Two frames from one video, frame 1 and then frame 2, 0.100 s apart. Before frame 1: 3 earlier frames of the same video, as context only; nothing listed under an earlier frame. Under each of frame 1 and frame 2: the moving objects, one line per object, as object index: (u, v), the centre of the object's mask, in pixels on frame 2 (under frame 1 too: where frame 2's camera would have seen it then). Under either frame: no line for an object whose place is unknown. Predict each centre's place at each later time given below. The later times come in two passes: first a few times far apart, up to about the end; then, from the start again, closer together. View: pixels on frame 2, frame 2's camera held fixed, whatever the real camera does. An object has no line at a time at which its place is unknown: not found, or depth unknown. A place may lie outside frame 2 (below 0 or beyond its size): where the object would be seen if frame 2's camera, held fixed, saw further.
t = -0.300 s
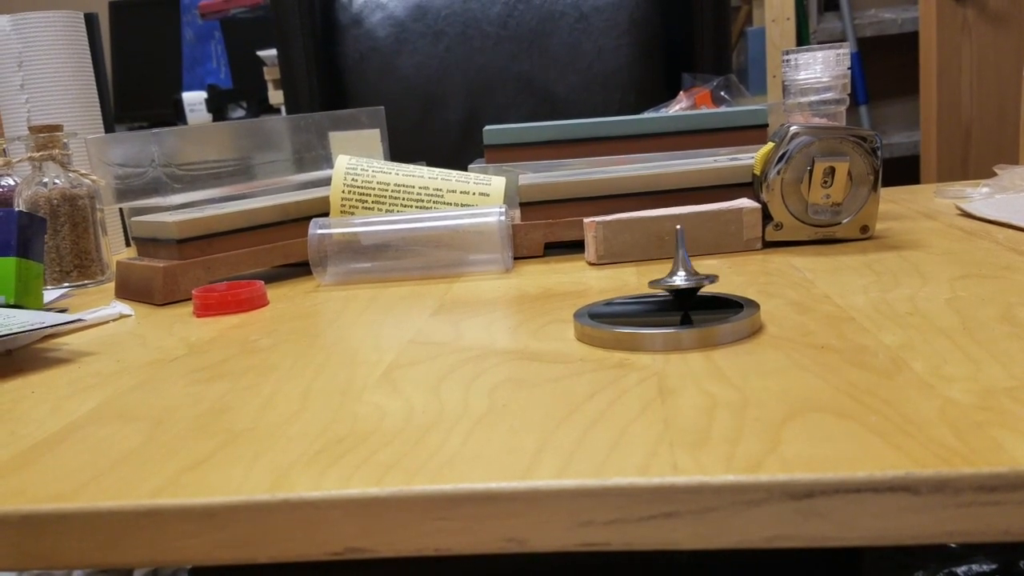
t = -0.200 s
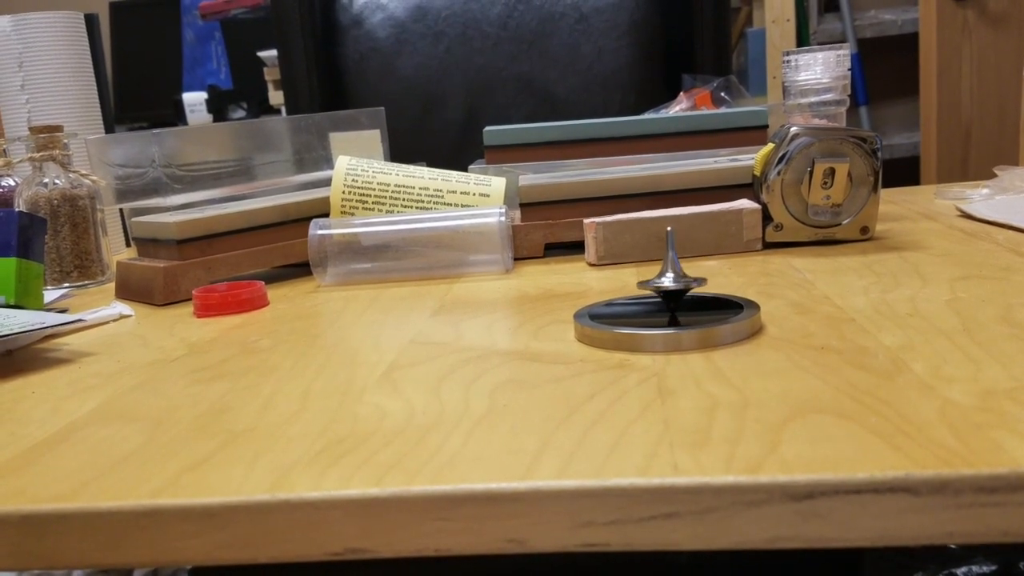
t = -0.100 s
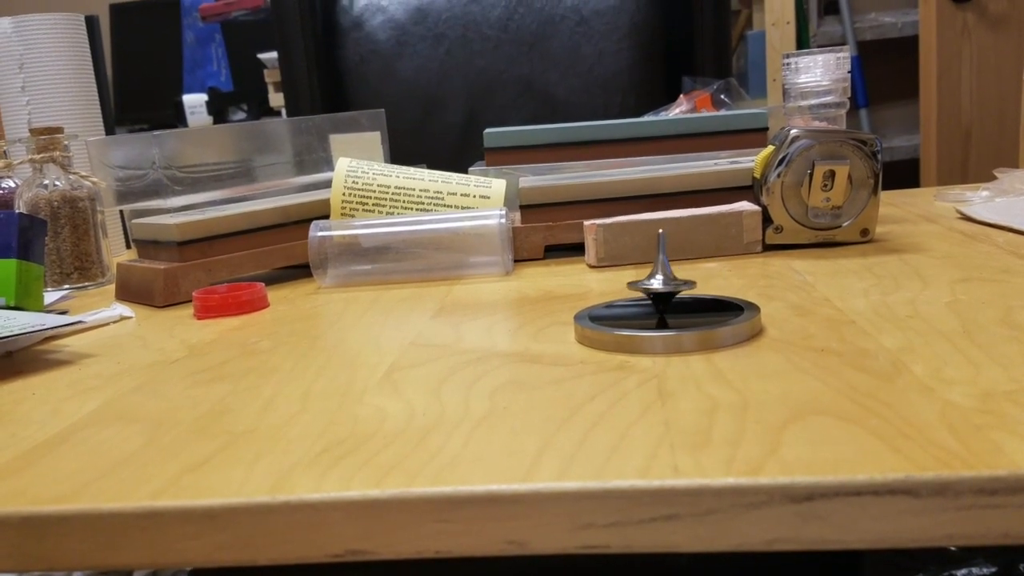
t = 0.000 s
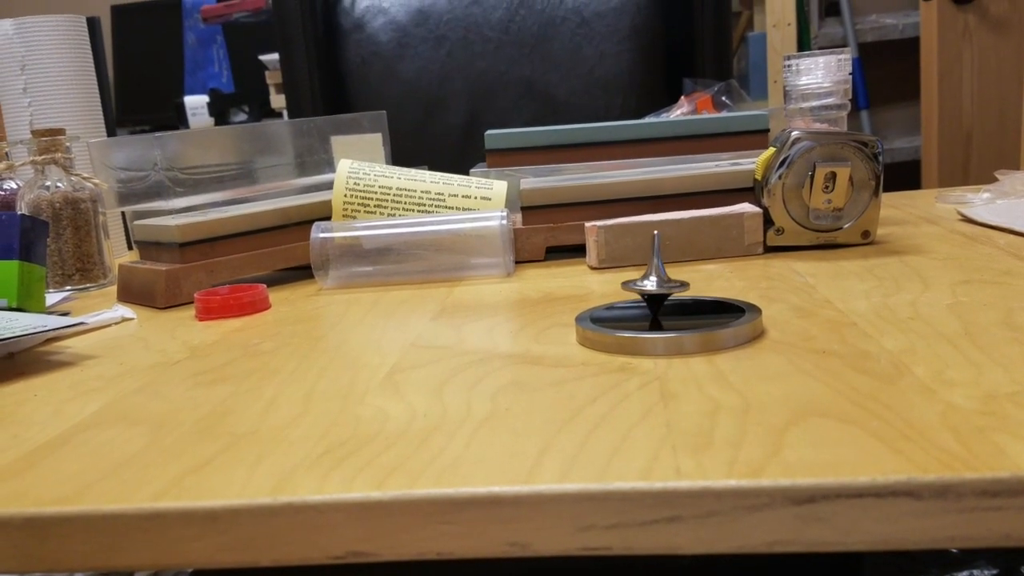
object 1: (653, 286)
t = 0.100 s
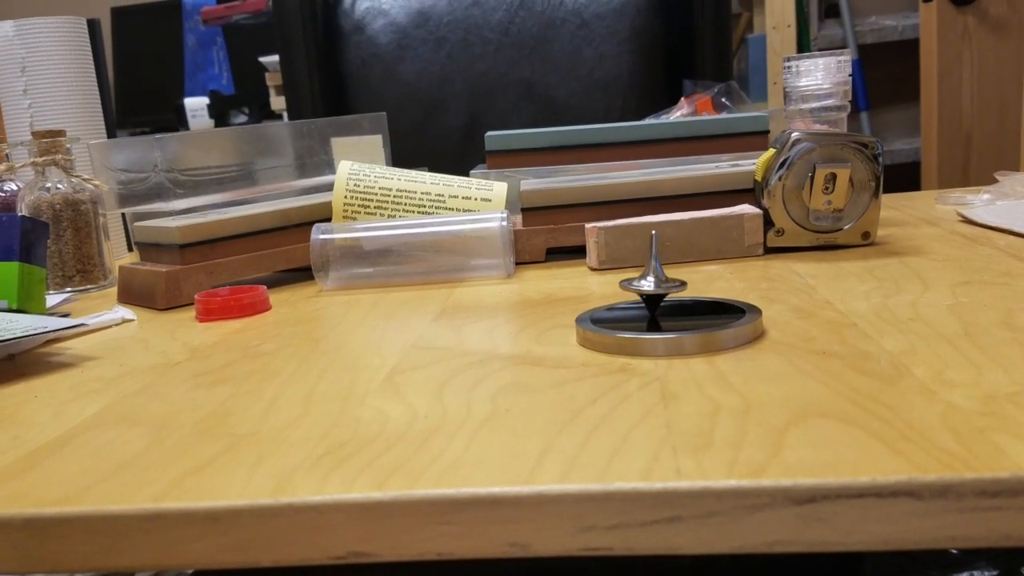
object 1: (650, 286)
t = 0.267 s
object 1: (656, 284)
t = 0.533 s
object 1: (681, 283)
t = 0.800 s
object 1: (689, 284)
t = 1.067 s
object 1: (667, 287)
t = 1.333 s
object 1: (648, 286)
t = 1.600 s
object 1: (663, 284)
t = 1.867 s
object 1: (689, 283)
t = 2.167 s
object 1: (684, 285)
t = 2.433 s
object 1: (658, 287)
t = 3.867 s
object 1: (654, 286)
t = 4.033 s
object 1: (665, 284)
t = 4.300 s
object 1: (691, 283)
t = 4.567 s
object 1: (688, 285)
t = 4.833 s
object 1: (661, 287)
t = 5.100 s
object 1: (653, 285)
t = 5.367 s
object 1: (678, 283)
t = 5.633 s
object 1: (693, 284)
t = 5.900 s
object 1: (673, 287)
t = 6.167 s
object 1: (652, 286)
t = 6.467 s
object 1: (669, 284)
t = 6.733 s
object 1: (692, 283)
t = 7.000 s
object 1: (682, 285)
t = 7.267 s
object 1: (656, 287)
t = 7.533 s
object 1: (661, 285)
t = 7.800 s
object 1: (688, 283)
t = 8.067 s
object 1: (692, 285)
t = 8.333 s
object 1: (664, 287)
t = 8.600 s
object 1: (658, 284)
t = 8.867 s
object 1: (678, 283)
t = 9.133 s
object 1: (692, 284)
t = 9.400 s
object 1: (670, 286)
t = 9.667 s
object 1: (655, 286)
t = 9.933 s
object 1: (670, 284)
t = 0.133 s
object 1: (650, 286)
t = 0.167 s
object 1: (651, 285)
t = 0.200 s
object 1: (652, 285)
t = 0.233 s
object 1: (654, 285)
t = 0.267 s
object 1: (656, 284)
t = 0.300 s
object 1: (659, 285)
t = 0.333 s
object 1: (662, 284)
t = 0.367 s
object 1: (665, 283)
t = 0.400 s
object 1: (668, 283)
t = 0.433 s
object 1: (672, 283)
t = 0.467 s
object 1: (675, 284)
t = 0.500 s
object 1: (678, 283)
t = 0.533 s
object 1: (681, 283)
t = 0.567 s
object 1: (684, 283)
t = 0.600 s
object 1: (686, 283)
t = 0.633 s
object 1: (688, 283)
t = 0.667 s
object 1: (689, 283)
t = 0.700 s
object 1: (690, 283)
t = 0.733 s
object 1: (690, 283)
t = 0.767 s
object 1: (690, 284)
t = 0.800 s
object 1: (689, 284)
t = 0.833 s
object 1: (687, 284)
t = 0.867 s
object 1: (685, 284)
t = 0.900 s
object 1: (683, 284)
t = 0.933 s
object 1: (680, 285)
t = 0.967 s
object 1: (677, 285)
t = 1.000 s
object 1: (674, 286)
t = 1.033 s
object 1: (671, 287)
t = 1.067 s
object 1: (667, 287)
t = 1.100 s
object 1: (663, 287)
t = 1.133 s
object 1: (660, 287)
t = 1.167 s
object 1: (657, 286)
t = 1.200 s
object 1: (655, 286)
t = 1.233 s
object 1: (652, 286)
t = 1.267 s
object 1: (651, 287)
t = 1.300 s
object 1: (649, 286)
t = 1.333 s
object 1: (648, 286)
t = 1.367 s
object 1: (648, 285)
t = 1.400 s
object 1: (649, 286)
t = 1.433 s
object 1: (650, 285)
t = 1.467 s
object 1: (652, 285)
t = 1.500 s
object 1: (654, 285)
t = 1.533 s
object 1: (656, 284)
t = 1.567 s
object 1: (659, 285)
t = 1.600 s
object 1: (663, 284)
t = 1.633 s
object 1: (666, 284)
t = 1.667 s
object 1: (670, 284)
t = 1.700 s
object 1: (673, 283)
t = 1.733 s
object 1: (677, 283)
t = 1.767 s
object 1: (680, 283)
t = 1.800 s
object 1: (683, 284)
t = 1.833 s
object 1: (687, 283)
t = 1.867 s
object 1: (689, 283)
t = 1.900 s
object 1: (690, 283)
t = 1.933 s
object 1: (693, 283)
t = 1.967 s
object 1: (692, 283)
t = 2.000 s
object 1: (692, 283)
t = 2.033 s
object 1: (692, 283)
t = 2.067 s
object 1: (691, 284)
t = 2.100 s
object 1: (689, 284)
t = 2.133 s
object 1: (687, 284)
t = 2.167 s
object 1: (684, 285)
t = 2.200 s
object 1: (681, 285)
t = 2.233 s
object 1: (678, 285)
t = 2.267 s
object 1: (674, 286)
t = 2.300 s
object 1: (671, 287)
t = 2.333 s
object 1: (667, 287)
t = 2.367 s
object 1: (664, 287)
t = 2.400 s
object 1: (661, 287)
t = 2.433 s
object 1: (658, 287)
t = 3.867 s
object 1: (654, 286)
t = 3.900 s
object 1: (655, 286)
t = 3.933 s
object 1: (657, 285)
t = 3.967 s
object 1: (659, 285)
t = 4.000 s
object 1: (662, 285)
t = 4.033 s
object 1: (665, 284)
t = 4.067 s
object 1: (668, 284)
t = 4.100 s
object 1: (672, 284)
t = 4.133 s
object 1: (675, 284)
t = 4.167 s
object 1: (679, 283)
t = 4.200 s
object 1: (682, 284)
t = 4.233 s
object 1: (685, 283)
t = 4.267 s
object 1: (688, 284)
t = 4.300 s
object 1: (691, 283)
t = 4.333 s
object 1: (693, 283)
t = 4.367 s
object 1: (694, 284)
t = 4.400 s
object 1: (694, 283)
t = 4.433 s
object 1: (694, 284)
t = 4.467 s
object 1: (694, 285)
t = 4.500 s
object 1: (692, 285)
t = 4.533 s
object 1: (691, 285)
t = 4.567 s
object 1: (688, 285)
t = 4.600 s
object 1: (686, 286)
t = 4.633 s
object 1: (683, 286)
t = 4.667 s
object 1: (680, 286)
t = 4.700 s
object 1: (675, 286)
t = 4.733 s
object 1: (671, 287)
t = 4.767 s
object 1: (668, 287)
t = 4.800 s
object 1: (664, 287)
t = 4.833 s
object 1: (661, 287)
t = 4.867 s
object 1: (658, 287)
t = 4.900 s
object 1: (655, 287)
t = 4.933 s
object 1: (654, 287)
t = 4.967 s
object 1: (652, 287)
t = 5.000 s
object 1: (652, 287)
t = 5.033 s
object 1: (651, 286)
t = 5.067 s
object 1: (652, 286)
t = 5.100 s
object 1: (653, 285)
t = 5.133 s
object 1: (655, 285)
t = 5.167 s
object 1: (658, 285)
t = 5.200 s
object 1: (660, 285)
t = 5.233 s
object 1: (664, 285)
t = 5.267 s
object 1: (667, 284)
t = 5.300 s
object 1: (671, 284)
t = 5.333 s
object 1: (674, 283)
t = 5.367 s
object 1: (678, 283)
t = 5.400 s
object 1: (681, 283)
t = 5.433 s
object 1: (684, 284)
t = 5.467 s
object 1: (688, 283)
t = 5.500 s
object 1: (690, 283)
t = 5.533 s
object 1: (692, 283)
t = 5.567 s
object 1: (692, 283)
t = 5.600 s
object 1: (693, 284)
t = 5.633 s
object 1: (693, 284)
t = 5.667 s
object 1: (693, 284)
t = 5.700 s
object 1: (691, 284)
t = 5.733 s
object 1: (690, 285)
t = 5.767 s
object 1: (687, 285)
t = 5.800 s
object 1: (684, 285)
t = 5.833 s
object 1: (681, 286)
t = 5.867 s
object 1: (677, 286)
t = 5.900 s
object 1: (673, 287)
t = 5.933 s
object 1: (669, 287)
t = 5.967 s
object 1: (666, 287)
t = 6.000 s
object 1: (663, 288)
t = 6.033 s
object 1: (659, 287)
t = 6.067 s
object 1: (657, 287)
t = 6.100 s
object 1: (654, 287)
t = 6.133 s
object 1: (653, 287)
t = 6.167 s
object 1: (652, 286)
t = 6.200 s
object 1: (652, 286)
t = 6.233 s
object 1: (652, 287)
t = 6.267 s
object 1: (653, 286)
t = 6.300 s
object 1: (655, 285)
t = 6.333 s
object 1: (657, 285)
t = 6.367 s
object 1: (659, 285)
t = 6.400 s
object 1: (662, 285)
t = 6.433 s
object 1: (665, 285)
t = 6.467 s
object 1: (669, 284)
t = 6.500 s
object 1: (673, 284)
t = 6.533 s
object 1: (676, 283)
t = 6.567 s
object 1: (680, 283)
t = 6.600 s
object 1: (683, 284)
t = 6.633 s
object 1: (686, 283)
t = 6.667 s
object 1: (689, 283)
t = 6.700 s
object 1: (691, 283)
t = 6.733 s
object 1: (692, 283)
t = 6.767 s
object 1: (693, 283)
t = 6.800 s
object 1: (693, 283)
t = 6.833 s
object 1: (692, 284)
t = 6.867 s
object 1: (691, 284)
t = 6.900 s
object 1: (690, 284)
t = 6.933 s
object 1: (687, 285)
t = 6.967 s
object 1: (684, 285)
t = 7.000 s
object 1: (682, 285)
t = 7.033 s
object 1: (678, 285)
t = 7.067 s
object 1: (675, 285)
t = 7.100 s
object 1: (671, 287)
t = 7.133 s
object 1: (667, 287)
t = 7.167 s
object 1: (664, 287)
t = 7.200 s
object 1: (661, 287)
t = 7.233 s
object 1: (659, 287)
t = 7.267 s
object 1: (656, 287)
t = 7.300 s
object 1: (655, 286)
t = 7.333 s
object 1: (654, 286)
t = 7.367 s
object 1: (653, 286)
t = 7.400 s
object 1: (654, 286)
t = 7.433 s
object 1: (654, 285)
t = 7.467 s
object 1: (656, 285)
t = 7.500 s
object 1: (659, 284)
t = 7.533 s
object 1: (661, 285)
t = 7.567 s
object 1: (664, 285)
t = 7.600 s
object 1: (668, 284)
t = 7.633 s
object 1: (671, 284)
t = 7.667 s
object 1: (675, 283)
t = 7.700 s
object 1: (678, 283)
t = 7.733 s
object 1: (683, 284)
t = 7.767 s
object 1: (686, 283)
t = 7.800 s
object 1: (688, 283)
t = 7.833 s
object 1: (691, 283)
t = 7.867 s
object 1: (693, 283)
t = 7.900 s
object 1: (694, 283)
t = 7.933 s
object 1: (695, 283)
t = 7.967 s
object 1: (695, 283)
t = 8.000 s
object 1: (694, 284)
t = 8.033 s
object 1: (693, 283)
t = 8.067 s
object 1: (692, 285)
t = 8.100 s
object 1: (690, 284)
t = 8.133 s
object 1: (685, 283)
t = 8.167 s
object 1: (681, 285)
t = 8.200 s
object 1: (678, 285)
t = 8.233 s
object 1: (675, 286)
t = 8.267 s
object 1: (671, 286)
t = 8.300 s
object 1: (667, 286)
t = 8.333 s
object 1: (664, 287)
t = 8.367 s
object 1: (661, 287)
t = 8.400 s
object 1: (658, 287)
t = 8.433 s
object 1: (655, 287)
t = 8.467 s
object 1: (656, 285)
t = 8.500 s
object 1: (655, 284)
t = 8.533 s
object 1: (652, 286)
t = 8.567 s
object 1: (656, 285)
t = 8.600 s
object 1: (658, 284)
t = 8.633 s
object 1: (656, 284)
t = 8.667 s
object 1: (658, 284)
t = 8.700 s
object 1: (661, 284)
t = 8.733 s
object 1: (664, 284)
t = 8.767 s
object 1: (668, 283)
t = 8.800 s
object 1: (671, 283)
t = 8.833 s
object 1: (675, 283)
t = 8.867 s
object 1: (678, 283)
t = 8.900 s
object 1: (682, 283)
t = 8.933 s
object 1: (684, 283)
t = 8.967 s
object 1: (688, 283)
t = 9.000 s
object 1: (690, 283)
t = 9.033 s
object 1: (691, 283)
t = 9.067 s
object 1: (692, 283)
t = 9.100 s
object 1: (693, 283)
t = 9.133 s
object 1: (692, 284)
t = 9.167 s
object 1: (691, 284)
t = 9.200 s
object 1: (689, 284)
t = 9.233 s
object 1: (687, 285)
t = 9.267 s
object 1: (684, 285)
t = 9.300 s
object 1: (681, 285)
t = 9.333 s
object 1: (679, 285)
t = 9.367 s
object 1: (675, 286)
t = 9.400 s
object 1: (670, 286)
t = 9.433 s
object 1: (666, 286)
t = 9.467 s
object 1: (663, 287)
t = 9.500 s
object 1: (662, 287)
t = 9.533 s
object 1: (657, 286)
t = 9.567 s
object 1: (655, 287)
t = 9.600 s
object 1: (653, 286)
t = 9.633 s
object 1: (652, 286)
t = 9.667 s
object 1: (655, 286)
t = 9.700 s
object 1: (652, 286)
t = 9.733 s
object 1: (653, 285)
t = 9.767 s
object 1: (655, 285)
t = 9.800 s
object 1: (657, 285)
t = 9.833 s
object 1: (660, 285)
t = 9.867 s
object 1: (663, 285)
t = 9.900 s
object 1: (666, 284)
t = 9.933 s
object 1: (670, 284)
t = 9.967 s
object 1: (674, 284)
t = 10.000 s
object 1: (677, 284)
